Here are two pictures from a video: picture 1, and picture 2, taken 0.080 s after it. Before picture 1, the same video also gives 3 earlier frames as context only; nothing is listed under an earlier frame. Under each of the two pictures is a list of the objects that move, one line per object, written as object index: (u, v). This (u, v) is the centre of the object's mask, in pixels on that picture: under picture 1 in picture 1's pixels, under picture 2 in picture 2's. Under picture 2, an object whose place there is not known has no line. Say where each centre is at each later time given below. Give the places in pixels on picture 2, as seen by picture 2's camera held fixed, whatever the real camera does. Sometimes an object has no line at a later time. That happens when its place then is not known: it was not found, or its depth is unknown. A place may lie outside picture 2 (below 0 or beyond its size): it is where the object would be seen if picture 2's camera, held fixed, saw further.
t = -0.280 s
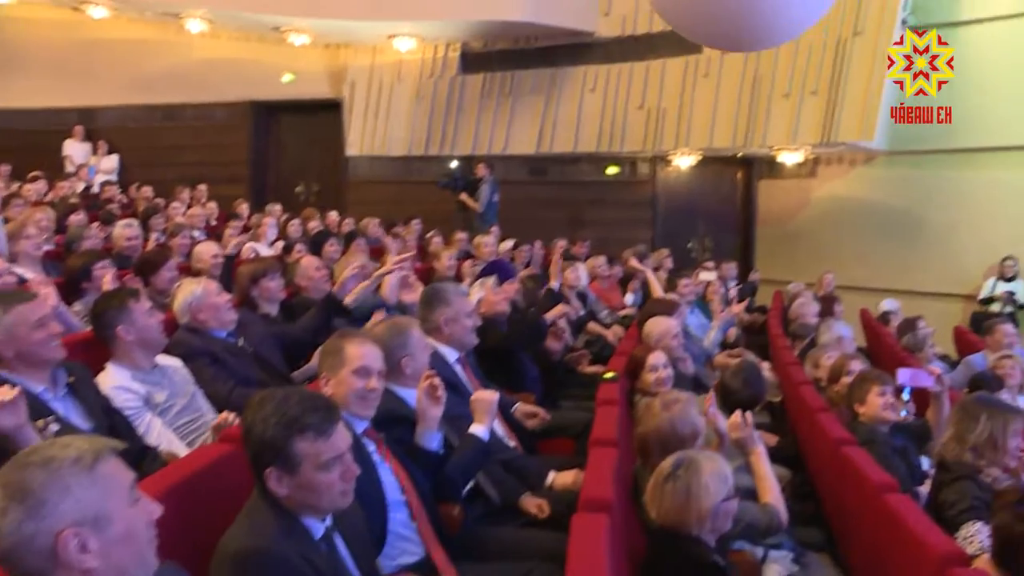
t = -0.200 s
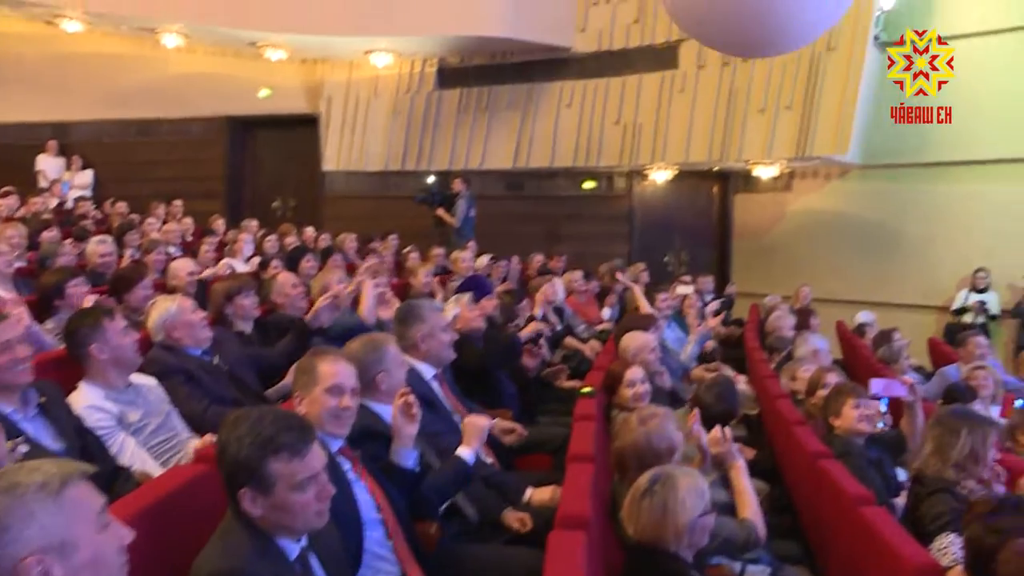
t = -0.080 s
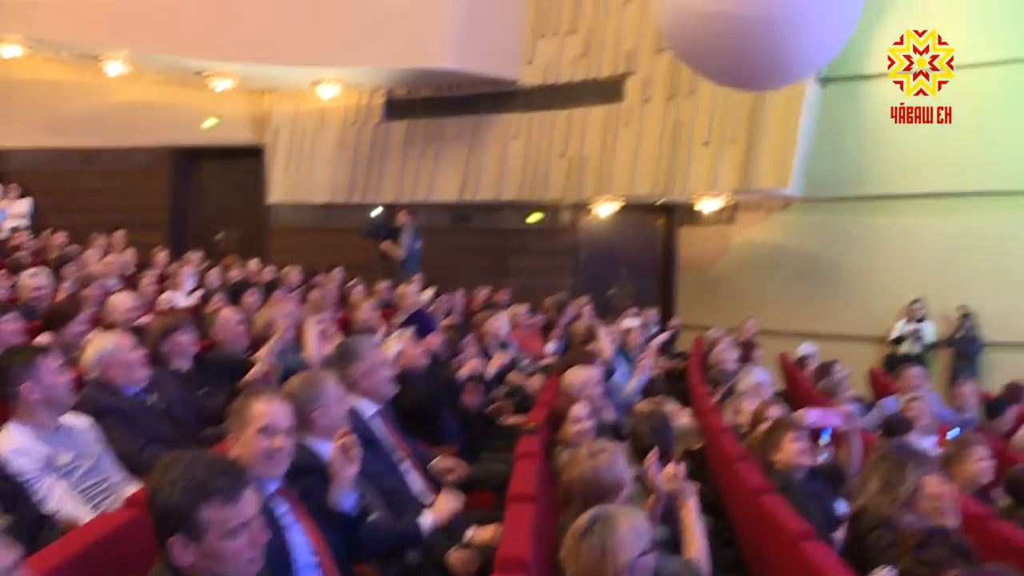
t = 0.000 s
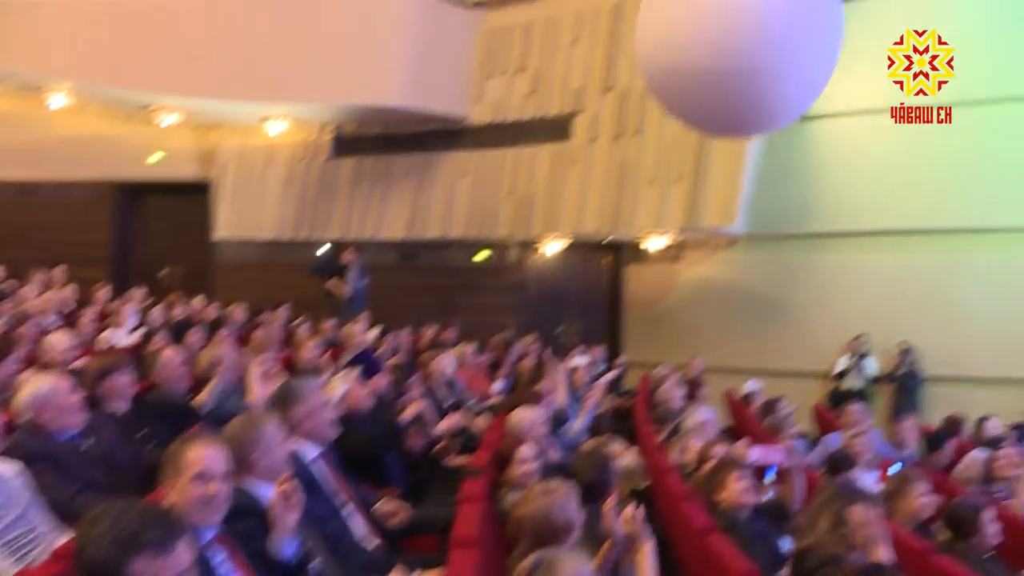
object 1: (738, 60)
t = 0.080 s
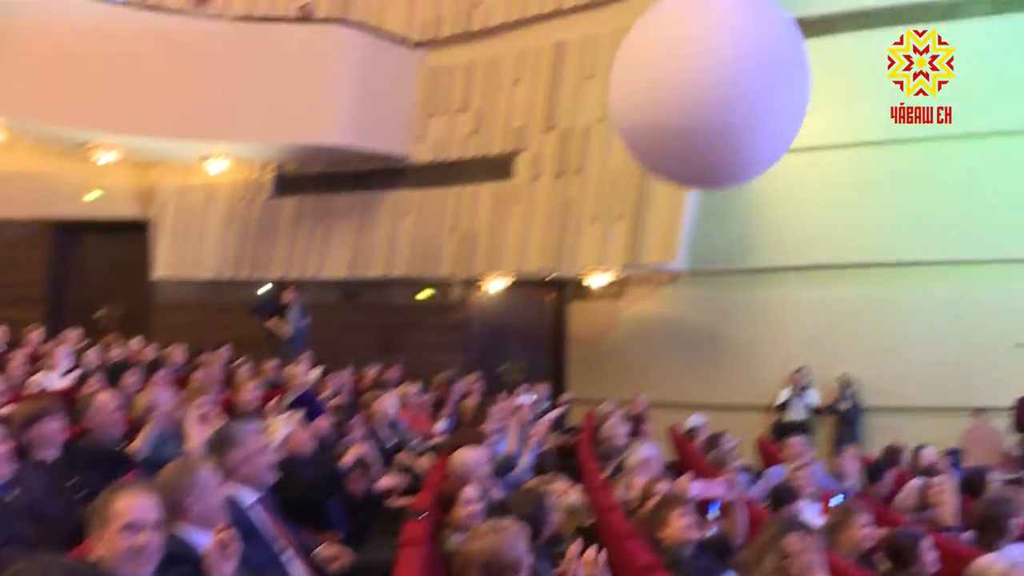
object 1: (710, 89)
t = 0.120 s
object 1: (729, 93)
